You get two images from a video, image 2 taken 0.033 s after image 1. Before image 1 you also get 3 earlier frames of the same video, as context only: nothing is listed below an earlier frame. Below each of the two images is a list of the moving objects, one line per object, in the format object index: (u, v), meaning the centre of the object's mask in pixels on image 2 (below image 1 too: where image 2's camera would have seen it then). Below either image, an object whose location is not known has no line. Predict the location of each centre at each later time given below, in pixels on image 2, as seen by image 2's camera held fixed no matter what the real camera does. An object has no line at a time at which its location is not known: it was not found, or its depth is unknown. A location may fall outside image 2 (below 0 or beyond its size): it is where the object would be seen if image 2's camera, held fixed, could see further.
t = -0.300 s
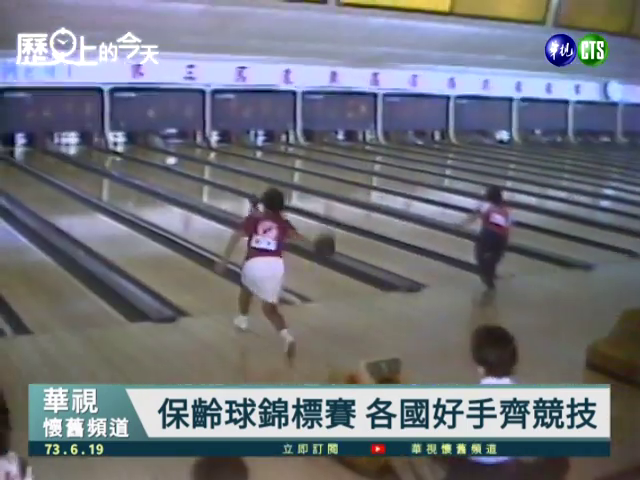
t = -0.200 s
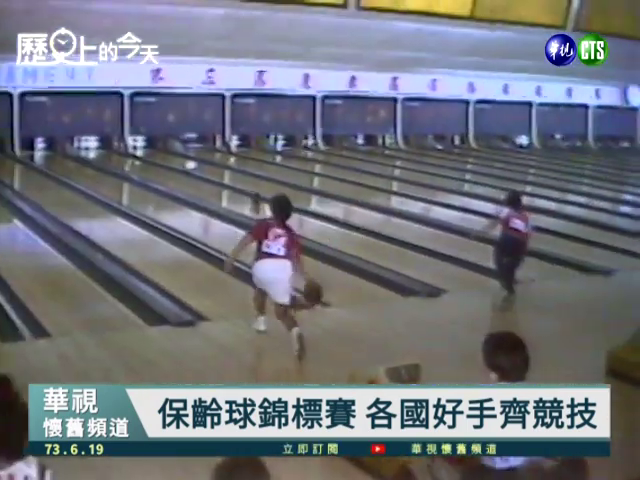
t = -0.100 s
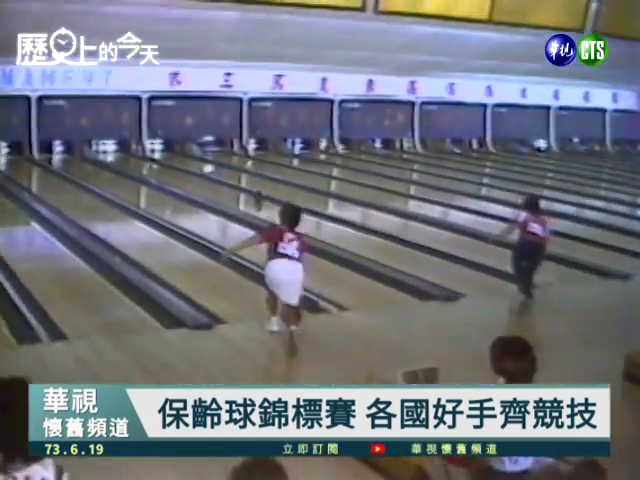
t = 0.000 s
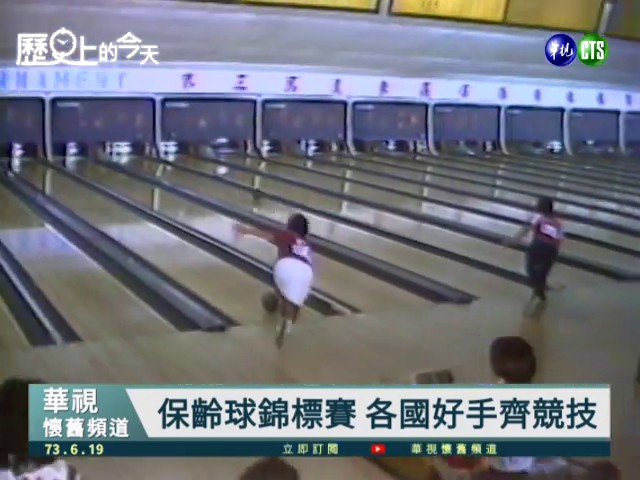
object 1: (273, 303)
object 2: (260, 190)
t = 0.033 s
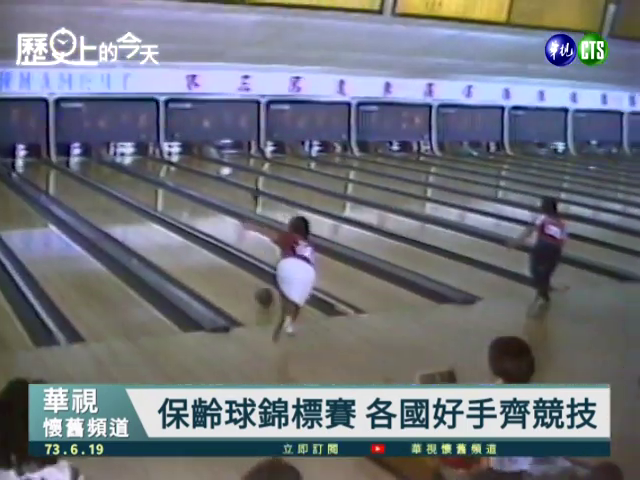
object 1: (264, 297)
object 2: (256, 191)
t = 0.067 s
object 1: (255, 292)
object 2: (250, 189)
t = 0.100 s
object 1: (246, 289)
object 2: (247, 187)
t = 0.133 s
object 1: (238, 283)
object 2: (243, 186)
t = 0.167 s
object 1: (229, 279)
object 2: (235, 186)
